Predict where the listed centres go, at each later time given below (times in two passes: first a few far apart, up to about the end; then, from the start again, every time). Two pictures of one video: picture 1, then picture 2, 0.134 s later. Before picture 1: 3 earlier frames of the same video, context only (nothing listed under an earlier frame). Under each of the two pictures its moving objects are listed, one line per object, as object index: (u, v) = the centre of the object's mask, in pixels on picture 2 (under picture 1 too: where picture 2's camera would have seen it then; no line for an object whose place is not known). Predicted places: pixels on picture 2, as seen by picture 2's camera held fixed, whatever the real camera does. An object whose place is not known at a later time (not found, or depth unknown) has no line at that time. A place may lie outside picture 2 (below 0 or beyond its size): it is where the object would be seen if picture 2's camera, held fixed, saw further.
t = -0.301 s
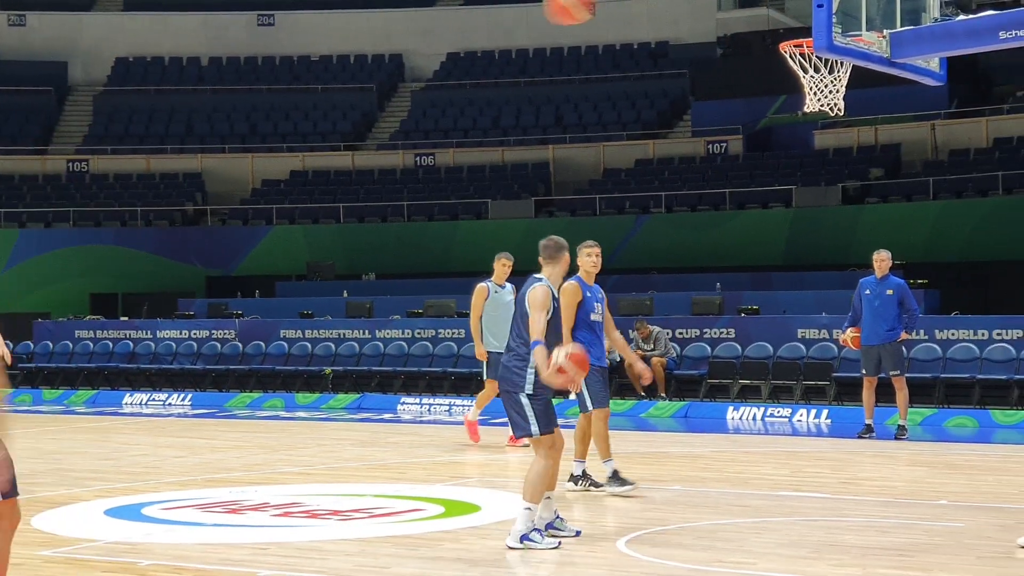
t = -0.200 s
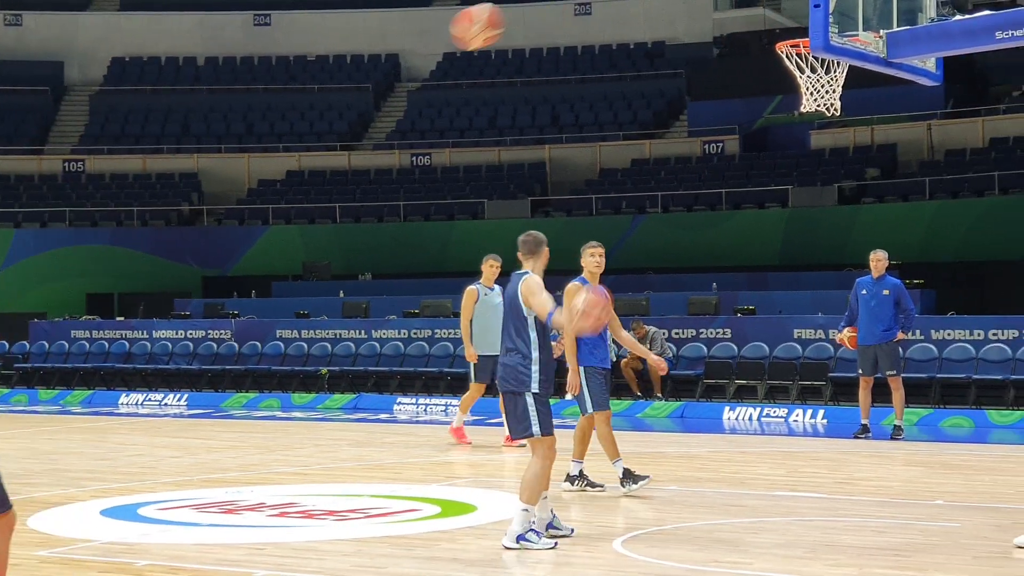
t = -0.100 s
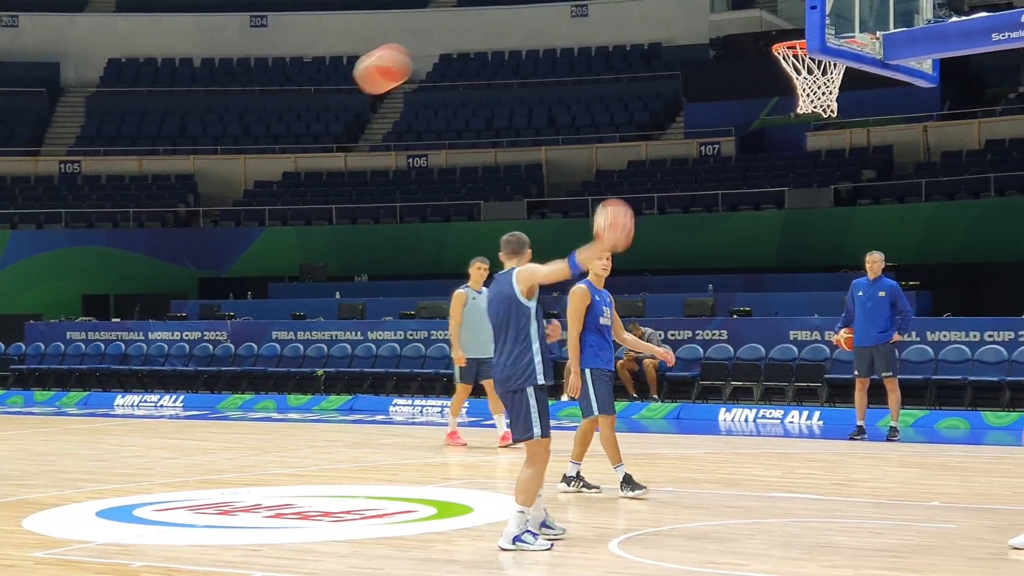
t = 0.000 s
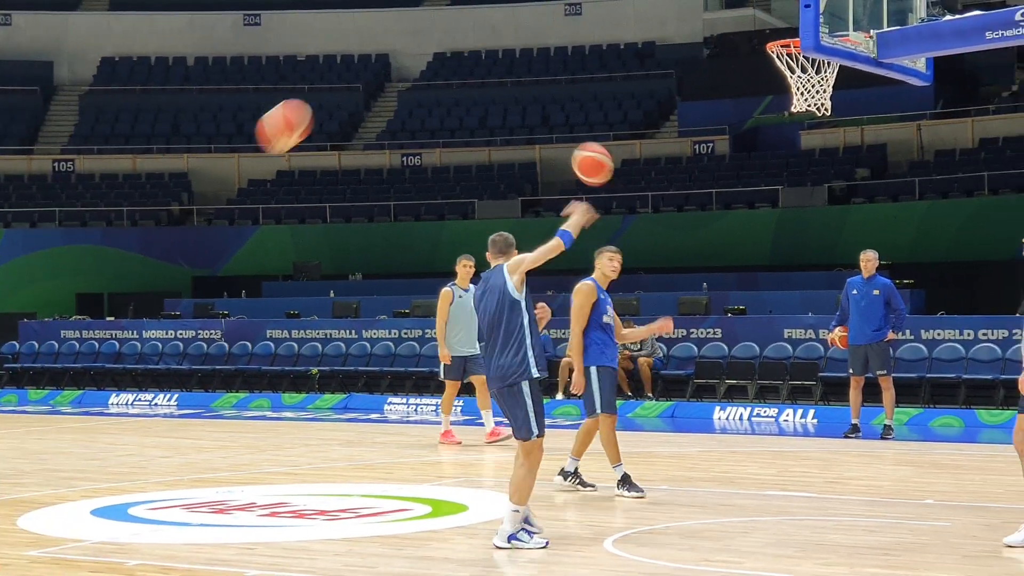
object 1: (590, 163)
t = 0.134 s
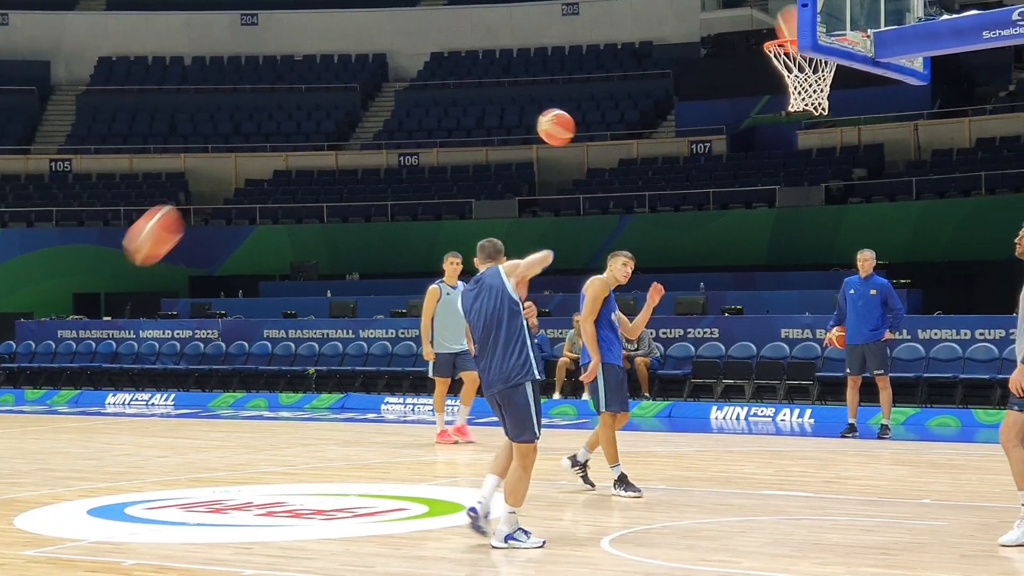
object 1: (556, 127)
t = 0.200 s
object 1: (542, 119)
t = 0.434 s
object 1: (504, 132)
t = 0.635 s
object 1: (482, 182)
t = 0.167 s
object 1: (549, 122)
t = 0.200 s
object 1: (542, 119)
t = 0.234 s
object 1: (535, 117)
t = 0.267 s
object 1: (529, 117)
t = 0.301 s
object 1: (524, 117)
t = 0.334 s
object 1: (519, 119)
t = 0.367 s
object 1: (514, 122)
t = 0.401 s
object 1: (509, 127)
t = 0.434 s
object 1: (504, 132)
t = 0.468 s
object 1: (500, 138)
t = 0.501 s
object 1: (496, 145)
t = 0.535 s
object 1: (492, 153)
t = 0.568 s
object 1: (489, 162)
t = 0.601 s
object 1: (484, 172)
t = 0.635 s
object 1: (482, 182)
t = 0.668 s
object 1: (479, 193)
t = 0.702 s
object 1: (475, 205)
